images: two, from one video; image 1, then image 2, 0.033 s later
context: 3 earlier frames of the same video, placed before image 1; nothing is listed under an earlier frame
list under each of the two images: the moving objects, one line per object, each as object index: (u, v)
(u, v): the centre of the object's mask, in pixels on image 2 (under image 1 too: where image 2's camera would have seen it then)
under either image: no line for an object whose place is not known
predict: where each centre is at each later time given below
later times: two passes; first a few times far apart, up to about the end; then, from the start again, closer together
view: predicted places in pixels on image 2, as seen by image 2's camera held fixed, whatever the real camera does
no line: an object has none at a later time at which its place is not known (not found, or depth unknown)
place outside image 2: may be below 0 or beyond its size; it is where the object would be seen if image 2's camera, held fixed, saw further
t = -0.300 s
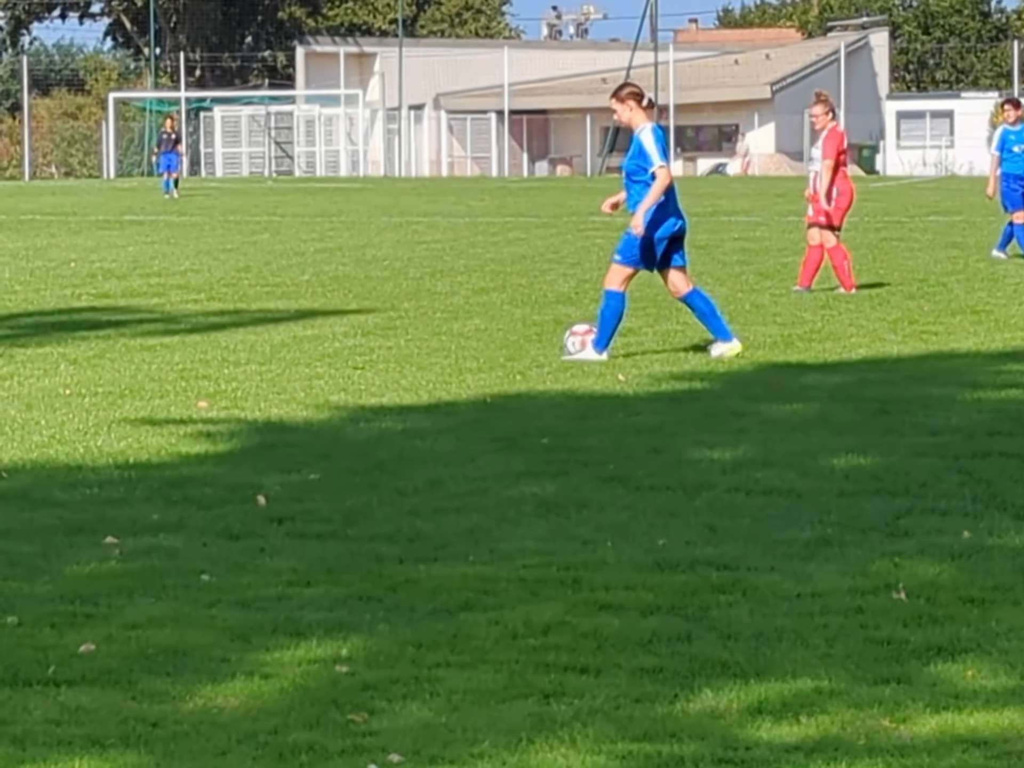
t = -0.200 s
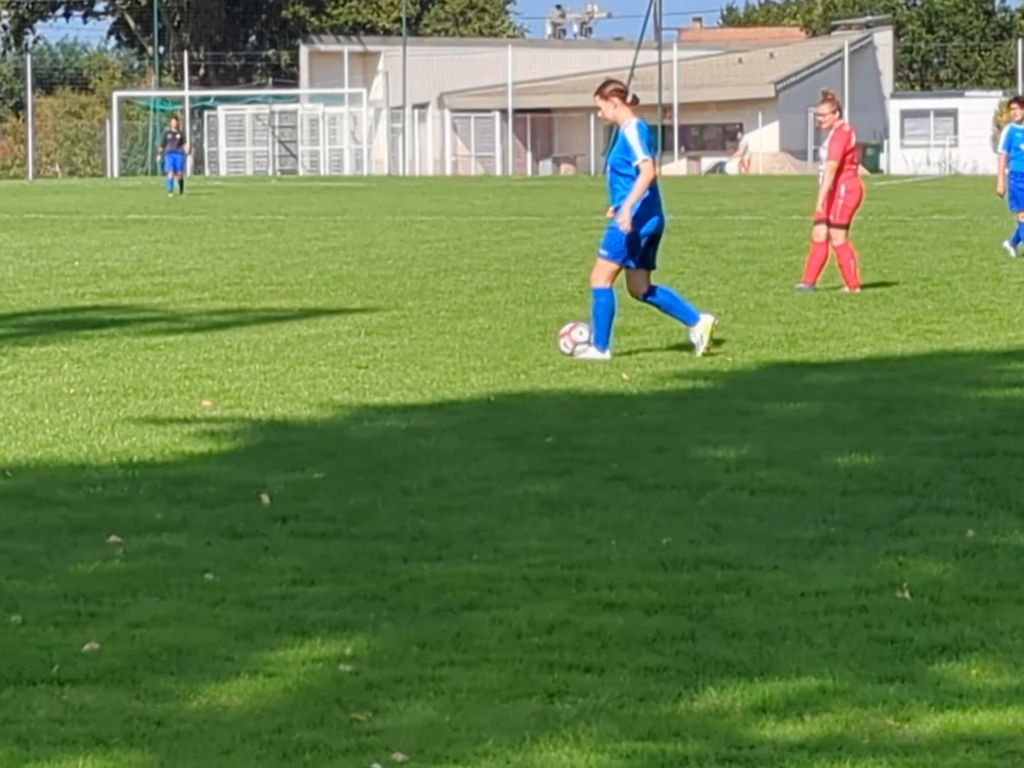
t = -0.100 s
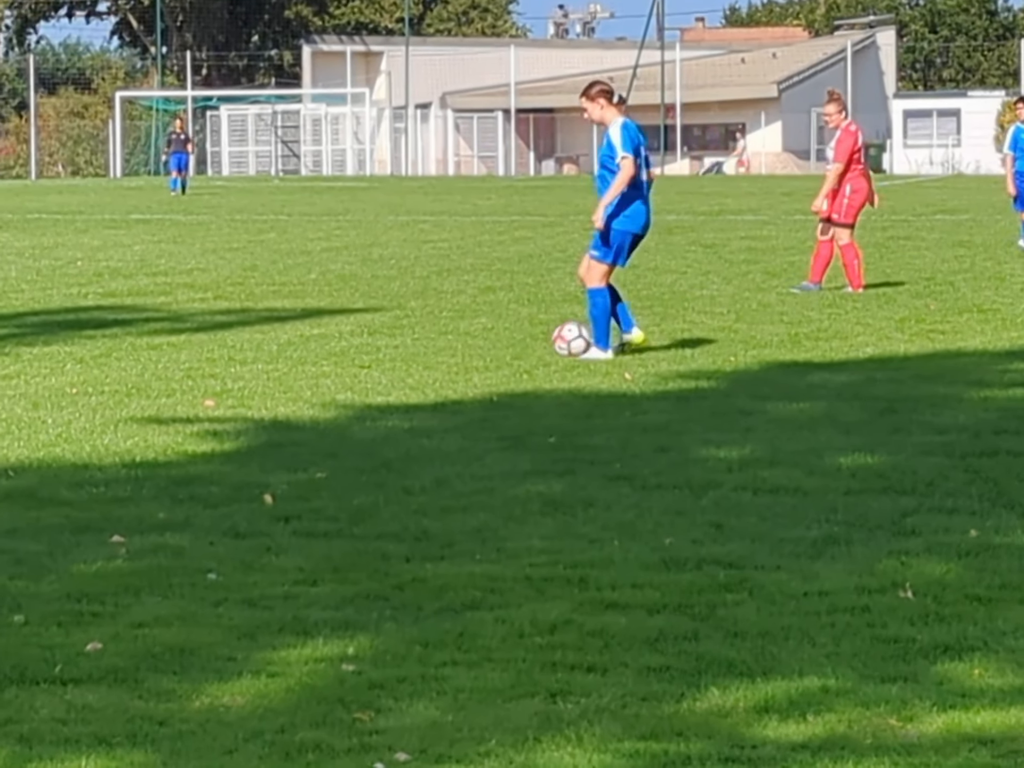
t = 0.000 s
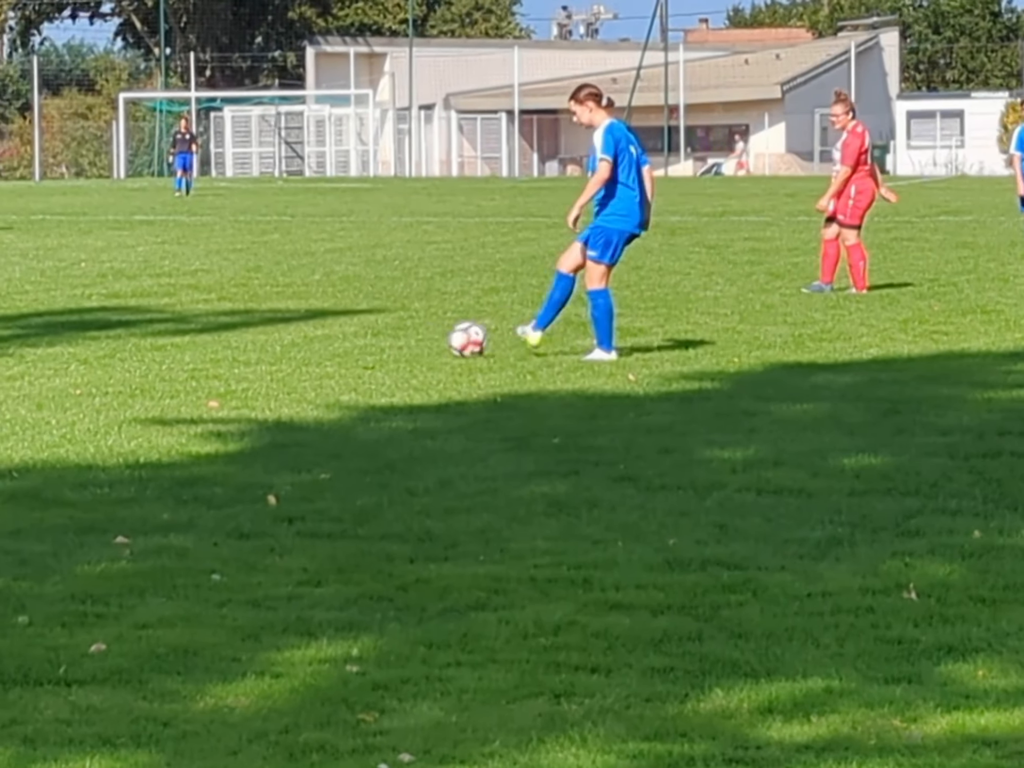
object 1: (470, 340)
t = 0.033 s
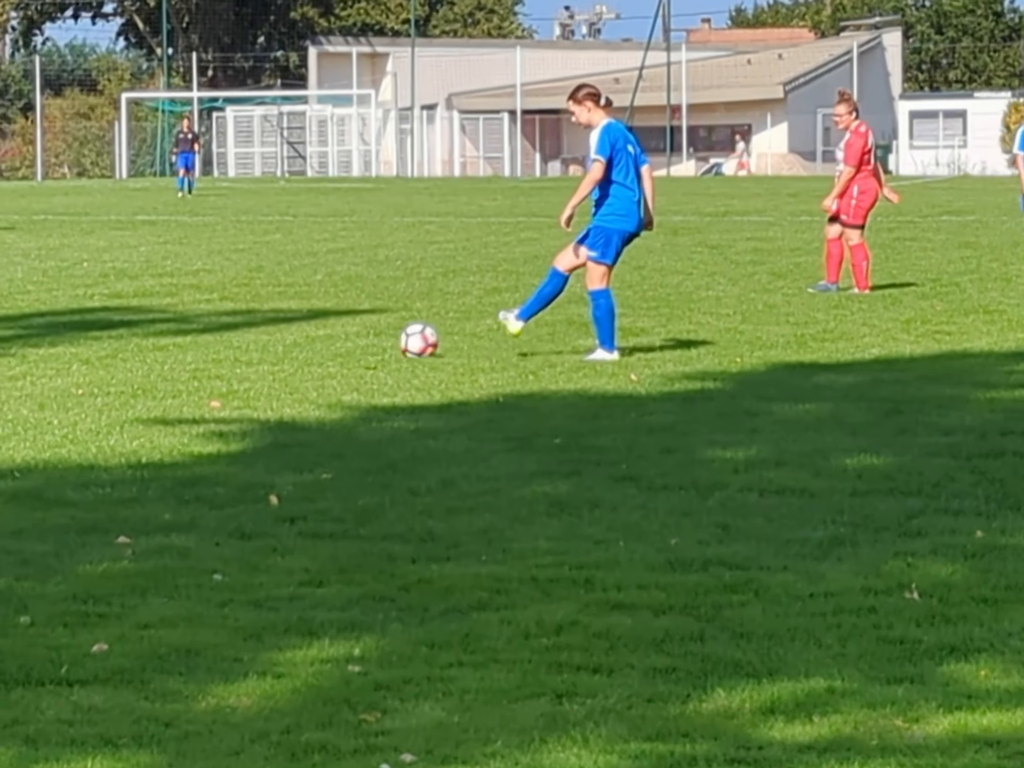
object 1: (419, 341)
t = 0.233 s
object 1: (165, 342)
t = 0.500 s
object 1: (-84, 346)
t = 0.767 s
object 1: (-299, 347)
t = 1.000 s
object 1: (-478, 348)
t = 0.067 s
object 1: (369, 342)
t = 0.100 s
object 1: (322, 344)
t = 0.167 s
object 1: (240, 342)
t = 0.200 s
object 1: (202, 341)
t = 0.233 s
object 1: (165, 342)
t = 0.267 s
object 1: (128, 344)
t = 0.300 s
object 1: (93, 344)
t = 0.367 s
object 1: (31, 342)
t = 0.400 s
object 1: (2, 342)
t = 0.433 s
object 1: (-26, 342)
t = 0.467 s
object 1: (-54, 344)
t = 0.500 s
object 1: (-84, 346)
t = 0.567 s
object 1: (-140, 347)
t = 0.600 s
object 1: (-167, 347)
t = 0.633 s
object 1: (-194, 347)
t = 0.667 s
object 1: (-220, 346)
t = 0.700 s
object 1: (-247, 346)
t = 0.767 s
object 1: (-299, 347)
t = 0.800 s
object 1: (-326, 347)
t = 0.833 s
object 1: (-352, 347)
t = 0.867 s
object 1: (-377, 347)
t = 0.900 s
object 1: (-403, 347)
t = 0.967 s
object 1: (-453, 348)
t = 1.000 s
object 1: (-478, 348)
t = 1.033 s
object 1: (-505, 349)
